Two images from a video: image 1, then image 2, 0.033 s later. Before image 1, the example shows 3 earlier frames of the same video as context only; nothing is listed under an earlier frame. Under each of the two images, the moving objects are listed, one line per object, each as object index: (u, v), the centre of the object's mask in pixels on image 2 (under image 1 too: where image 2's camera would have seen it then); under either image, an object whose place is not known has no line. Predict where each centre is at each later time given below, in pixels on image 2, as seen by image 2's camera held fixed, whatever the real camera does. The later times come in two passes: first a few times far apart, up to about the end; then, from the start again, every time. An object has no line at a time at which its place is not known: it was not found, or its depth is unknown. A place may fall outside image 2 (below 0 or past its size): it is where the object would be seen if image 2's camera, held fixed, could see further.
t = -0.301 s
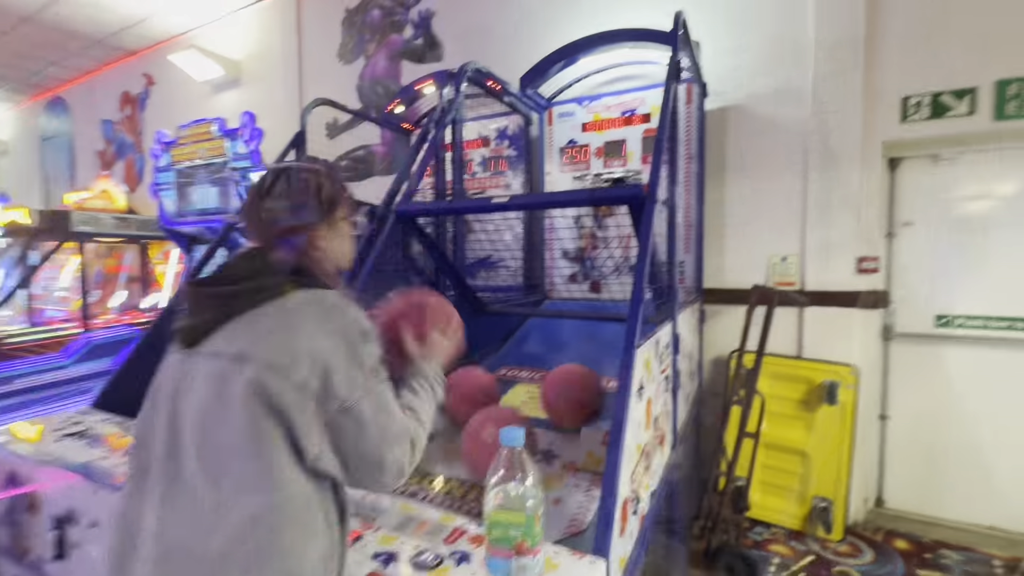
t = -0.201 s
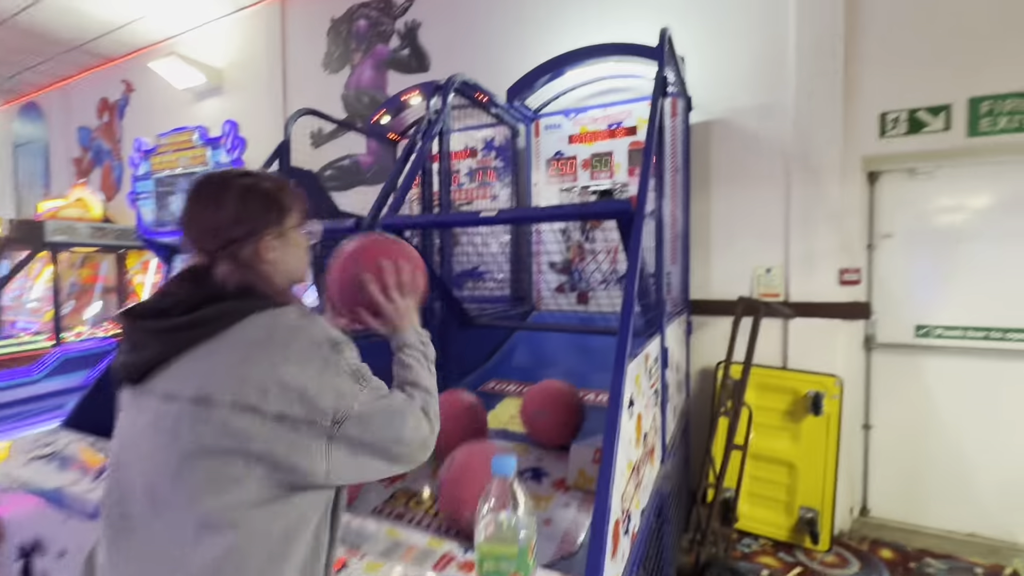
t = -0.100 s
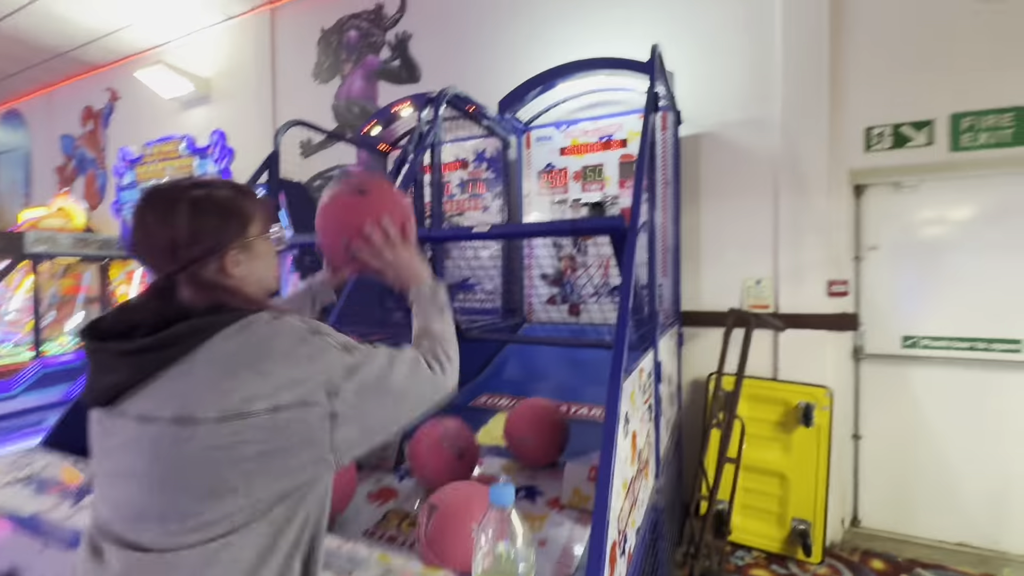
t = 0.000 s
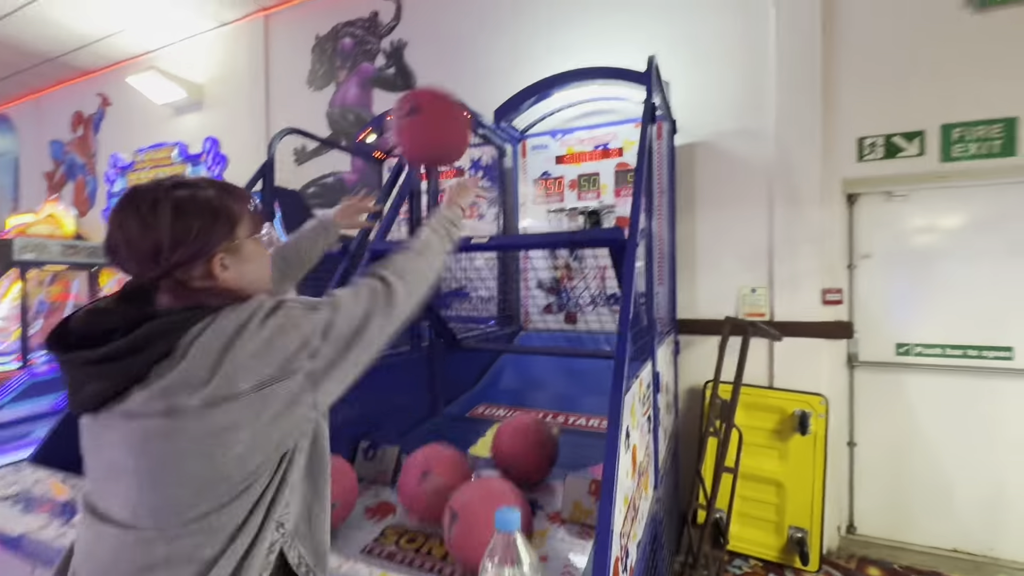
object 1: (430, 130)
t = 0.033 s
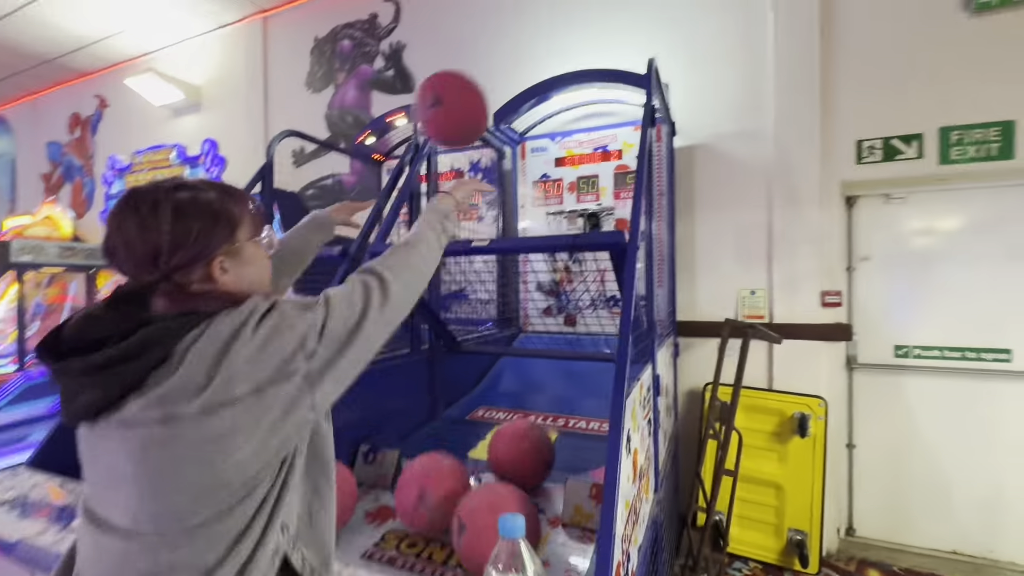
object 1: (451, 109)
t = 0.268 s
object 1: (545, 83)
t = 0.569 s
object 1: (603, 191)
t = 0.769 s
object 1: (606, 168)
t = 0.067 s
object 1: (470, 95)
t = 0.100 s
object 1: (487, 84)
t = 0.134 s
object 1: (502, 78)
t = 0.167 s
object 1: (515, 75)
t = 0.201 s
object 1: (526, 75)
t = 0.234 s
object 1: (535, 78)
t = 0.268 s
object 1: (545, 83)
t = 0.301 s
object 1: (553, 91)
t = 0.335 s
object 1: (561, 98)
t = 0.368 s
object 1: (570, 111)
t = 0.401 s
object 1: (577, 123)
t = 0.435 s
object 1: (584, 136)
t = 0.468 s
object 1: (592, 151)
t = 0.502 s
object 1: (597, 163)
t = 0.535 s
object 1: (602, 181)
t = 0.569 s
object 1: (603, 191)
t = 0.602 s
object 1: (602, 189)
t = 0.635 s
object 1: (604, 182)
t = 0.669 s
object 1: (602, 174)
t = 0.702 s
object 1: (603, 170)
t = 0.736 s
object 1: (604, 168)
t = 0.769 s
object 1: (606, 168)
